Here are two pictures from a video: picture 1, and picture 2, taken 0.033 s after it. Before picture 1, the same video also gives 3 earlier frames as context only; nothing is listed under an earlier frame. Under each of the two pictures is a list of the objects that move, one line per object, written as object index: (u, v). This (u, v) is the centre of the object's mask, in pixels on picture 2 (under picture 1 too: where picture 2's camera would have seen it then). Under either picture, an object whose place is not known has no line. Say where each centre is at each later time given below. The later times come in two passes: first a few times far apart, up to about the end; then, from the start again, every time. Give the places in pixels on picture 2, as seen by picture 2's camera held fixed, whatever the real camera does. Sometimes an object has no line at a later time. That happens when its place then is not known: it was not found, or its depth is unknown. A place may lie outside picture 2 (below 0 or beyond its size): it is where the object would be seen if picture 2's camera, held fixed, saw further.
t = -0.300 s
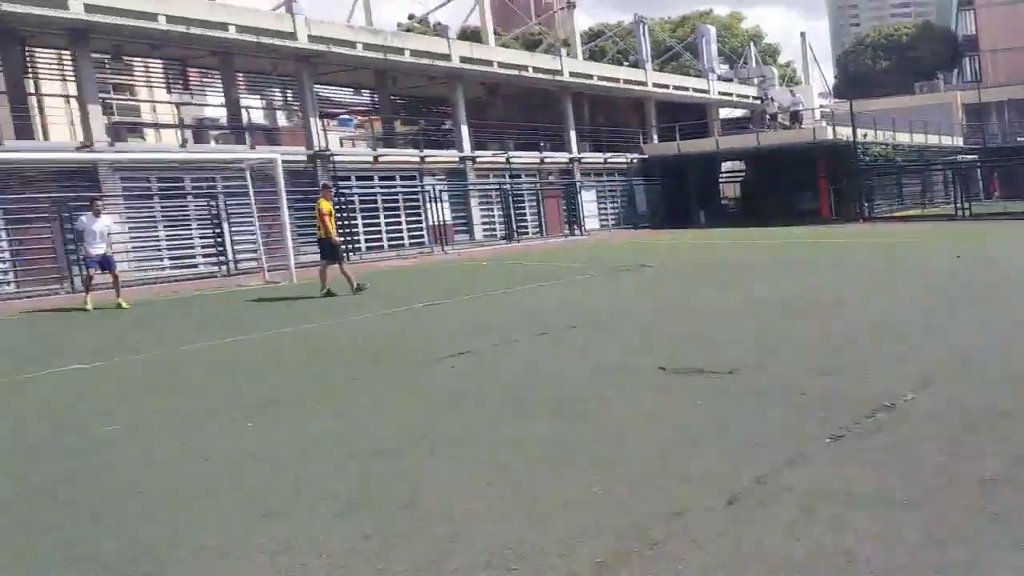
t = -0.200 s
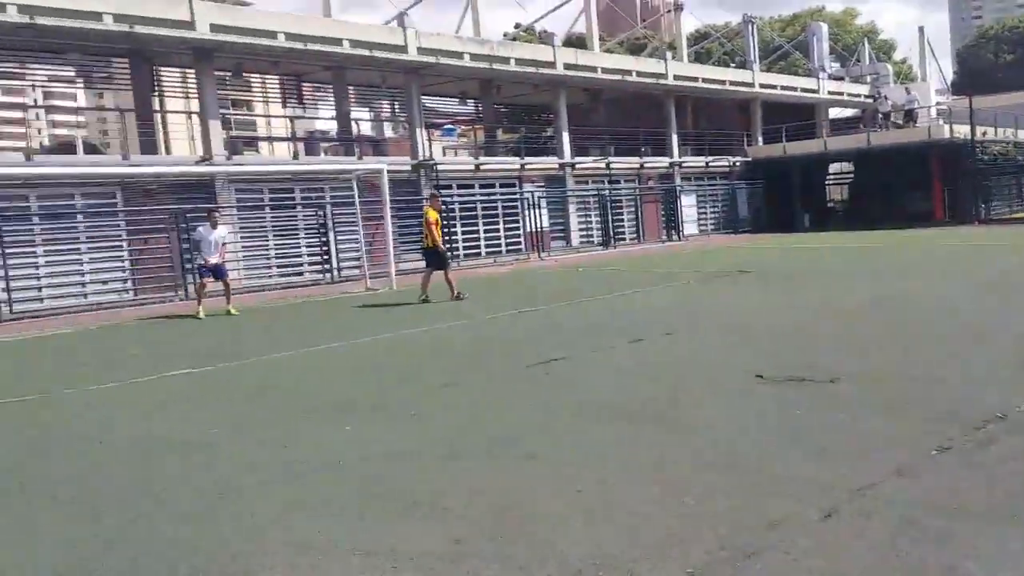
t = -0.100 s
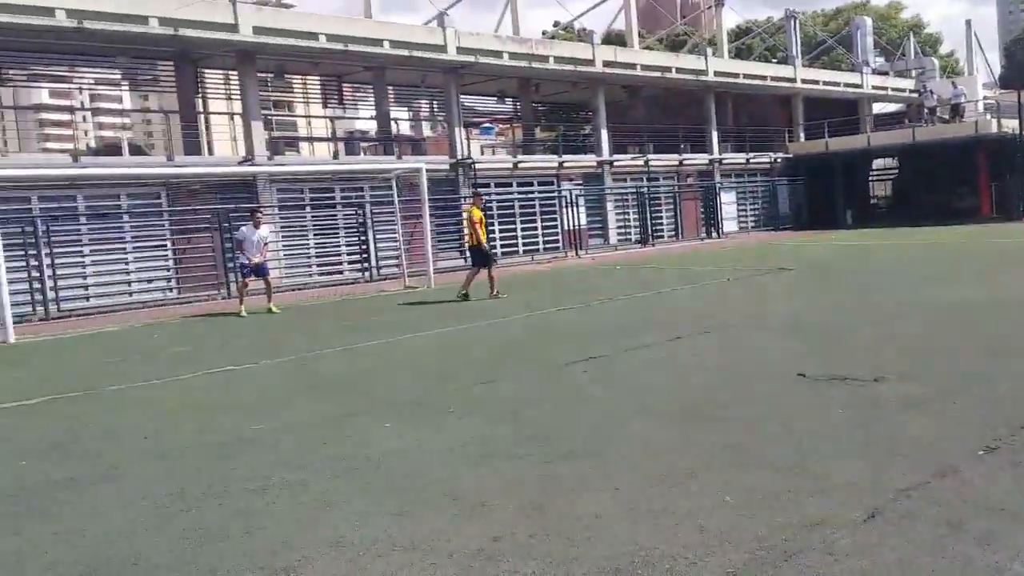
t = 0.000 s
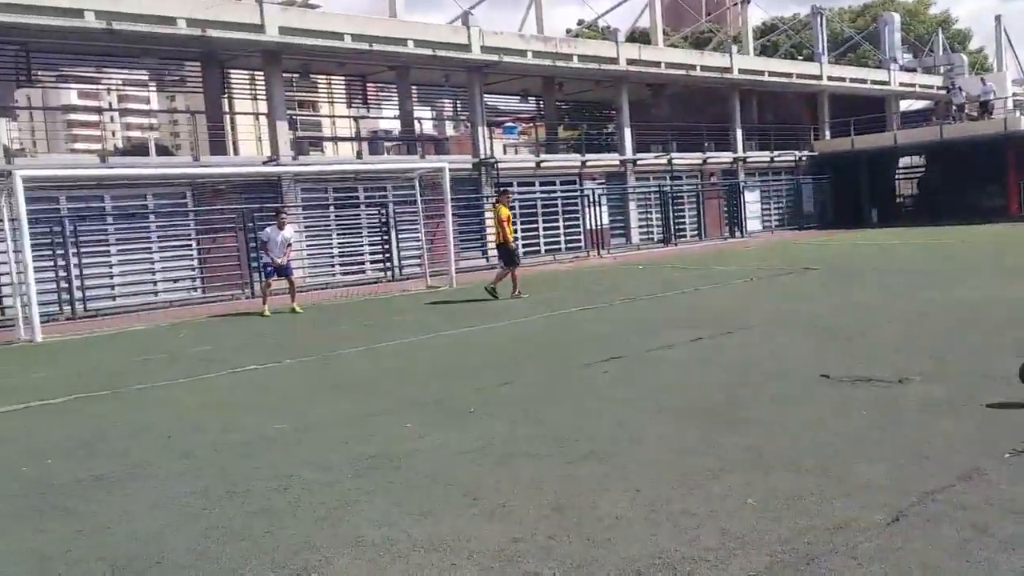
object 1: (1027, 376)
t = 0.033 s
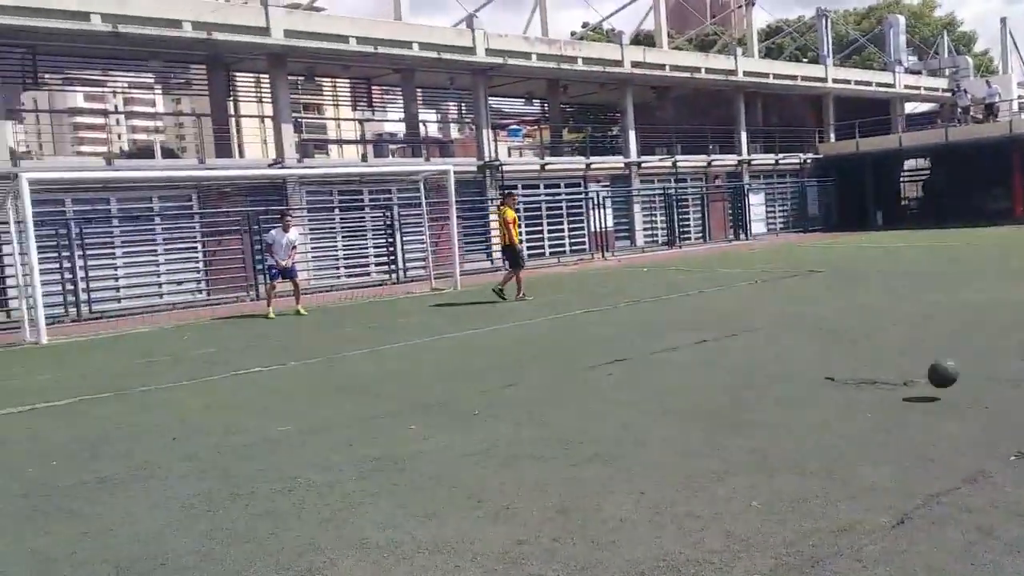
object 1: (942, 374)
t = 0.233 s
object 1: (594, 342)
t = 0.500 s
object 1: (381, 325)
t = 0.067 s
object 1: (857, 375)
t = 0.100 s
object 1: (788, 369)
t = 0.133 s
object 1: (731, 359)
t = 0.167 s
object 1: (681, 351)
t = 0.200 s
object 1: (635, 346)
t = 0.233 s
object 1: (594, 342)
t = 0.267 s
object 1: (556, 340)
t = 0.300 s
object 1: (522, 340)
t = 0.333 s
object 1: (491, 341)
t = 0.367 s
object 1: (464, 339)
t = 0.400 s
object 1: (442, 332)
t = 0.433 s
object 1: (420, 329)
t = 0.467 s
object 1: (399, 326)
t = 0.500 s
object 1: (381, 325)
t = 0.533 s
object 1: (362, 325)
